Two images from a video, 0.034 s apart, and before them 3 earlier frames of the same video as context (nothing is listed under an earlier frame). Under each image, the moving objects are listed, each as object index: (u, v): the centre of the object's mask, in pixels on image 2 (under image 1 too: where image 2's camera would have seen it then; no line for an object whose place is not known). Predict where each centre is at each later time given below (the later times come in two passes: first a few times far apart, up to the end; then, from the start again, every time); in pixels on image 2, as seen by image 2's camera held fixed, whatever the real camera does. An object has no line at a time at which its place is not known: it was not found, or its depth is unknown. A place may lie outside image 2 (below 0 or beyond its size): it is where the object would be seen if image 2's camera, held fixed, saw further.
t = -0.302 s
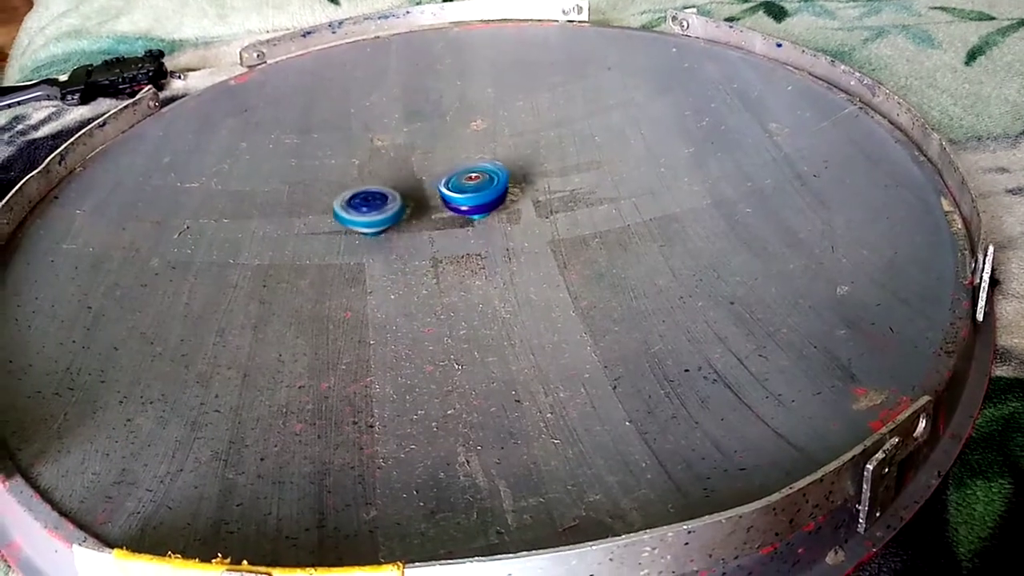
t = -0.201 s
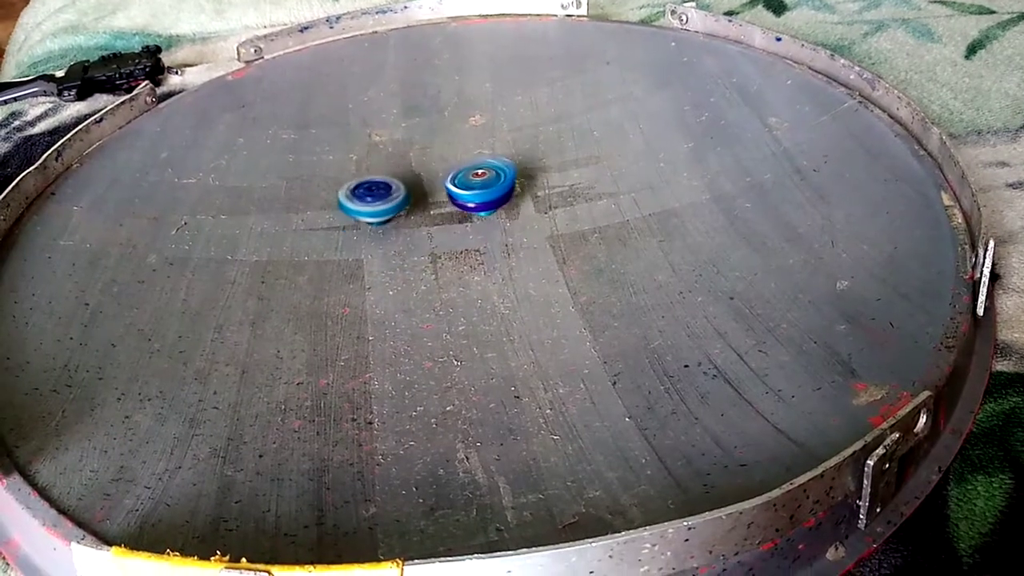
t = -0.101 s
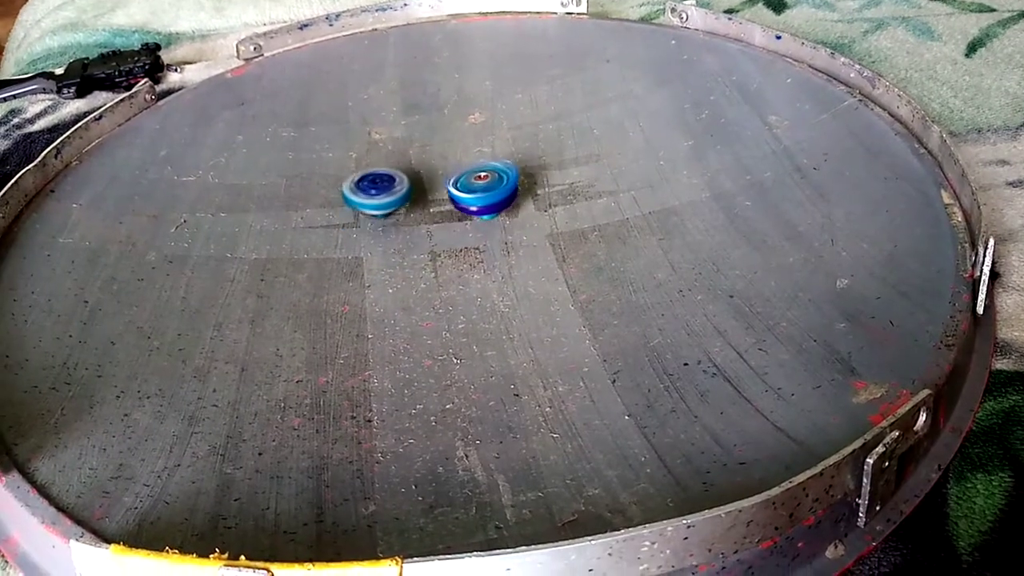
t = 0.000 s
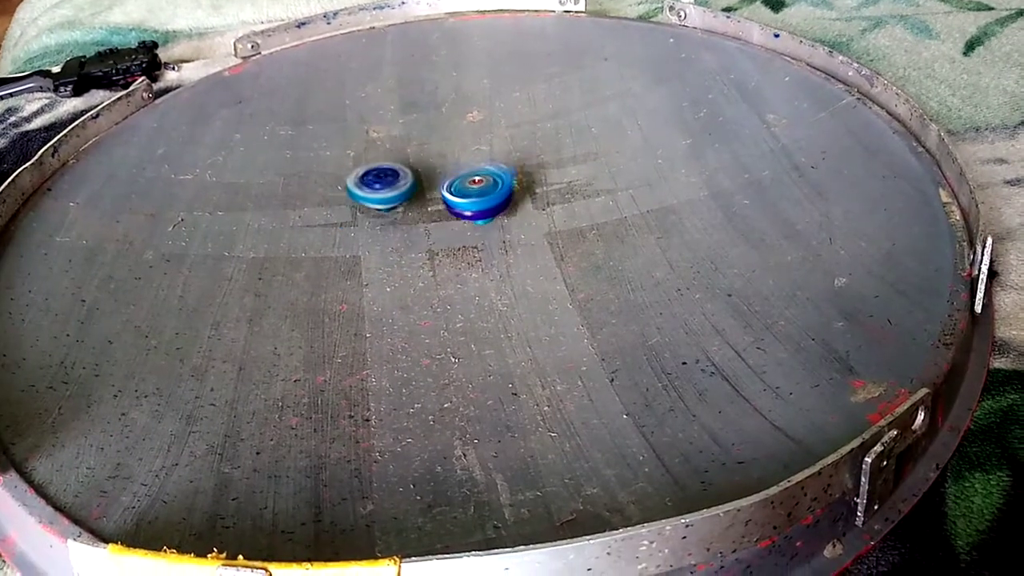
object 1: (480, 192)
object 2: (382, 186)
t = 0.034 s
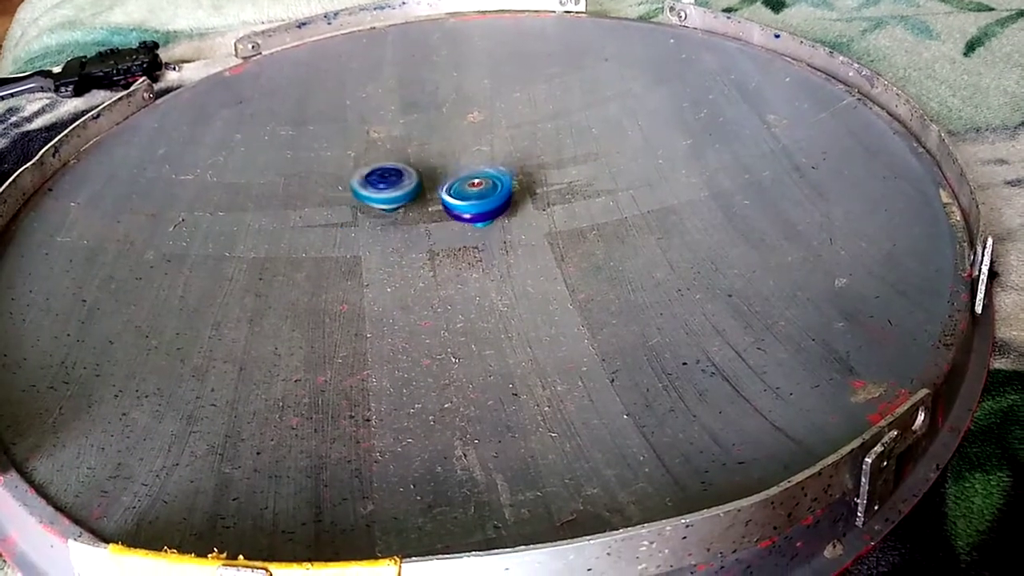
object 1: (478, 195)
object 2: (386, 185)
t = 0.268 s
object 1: (451, 206)
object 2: (411, 178)
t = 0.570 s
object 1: (428, 226)
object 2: (426, 156)
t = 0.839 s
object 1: (417, 225)
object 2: (437, 150)
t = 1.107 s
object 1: (433, 214)
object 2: (469, 146)
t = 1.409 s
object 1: (472, 208)
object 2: (487, 155)
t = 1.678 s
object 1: (481, 219)
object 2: (498, 169)
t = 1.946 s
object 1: (450, 223)
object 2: (500, 184)
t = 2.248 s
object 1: (423, 213)
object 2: (501, 200)
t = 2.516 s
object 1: (411, 195)
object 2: (515, 206)
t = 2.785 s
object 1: (433, 183)
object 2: (517, 218)
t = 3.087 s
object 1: (465, 186)
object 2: (512, 224)
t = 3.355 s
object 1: (469, 186)
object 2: (489, 233)
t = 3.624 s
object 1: (470, 190)
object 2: (466, 243)
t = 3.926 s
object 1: (447, 199)
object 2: (432, 248)
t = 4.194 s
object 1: (433, 196)
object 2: (412, 242)
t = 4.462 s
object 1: (450, 189)
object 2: (405, 237)
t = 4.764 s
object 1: (468, 200)
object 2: (394, 229)
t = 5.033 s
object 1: (465, 199)
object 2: (394, 225)
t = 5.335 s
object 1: (473, 197)
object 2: (385, 222)
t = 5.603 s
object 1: (483, 195)
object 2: (392, 217)
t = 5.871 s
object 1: (525, 197)
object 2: (359, 219)
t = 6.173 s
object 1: (519, 205)
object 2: (371, 214)
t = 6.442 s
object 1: (483, 210)
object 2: (402, 205)
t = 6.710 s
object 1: (464, 214)
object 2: (399, 188)
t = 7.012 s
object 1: (464, 203)
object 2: (420, 175)
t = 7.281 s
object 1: (464, 202)
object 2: (446, 165)
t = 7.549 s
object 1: (463, 199)
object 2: (473, 159)
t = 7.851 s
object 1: (459, 198)
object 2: (493, 162)
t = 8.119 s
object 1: (446, 202)
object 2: (495, 170)
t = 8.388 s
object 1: (425, 206)
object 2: (496, 182)
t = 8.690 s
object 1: (421, 202)
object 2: (499, 197)
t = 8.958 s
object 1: (422, 209)
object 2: (503, 210)
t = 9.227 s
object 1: (421, 213)
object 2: (499, 220)
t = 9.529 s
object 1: (427, 207)
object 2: (492, 232)
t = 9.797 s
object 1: (444, 198)
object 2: (490, 236)
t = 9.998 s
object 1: (458, 194)
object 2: (477, 235)
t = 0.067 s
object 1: (476, 198)
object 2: (390, 185)
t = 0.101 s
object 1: (471, 201)
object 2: (392, 184)
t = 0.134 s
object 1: (466, 204)
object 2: (394, 183)
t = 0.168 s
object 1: (463, 204)
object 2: (399, 182)
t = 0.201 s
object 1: (459, 204)
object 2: (403, 181)
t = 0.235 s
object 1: (455, 205)
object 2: (407, 180)
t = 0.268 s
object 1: (451, 206)
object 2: (411, 178)
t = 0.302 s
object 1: (450, 209)
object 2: (414, 175)
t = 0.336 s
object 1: (448, 212)
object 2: (416, 172)
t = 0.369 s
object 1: (447, 215)
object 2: (419, 170)
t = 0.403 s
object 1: (443, 217)
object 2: (421, 167)
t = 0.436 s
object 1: (441, 219)
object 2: (422, 164)
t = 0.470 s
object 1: (438, 223)
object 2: (423, 162)
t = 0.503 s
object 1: (433, 225)
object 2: (423, 161)
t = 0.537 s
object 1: (430, 226)
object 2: (425, 159)
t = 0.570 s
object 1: (428, 226)
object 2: (426, 156)
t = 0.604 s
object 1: (424, 227)
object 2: (428, 155)
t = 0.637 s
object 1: (420, 228)
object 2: (428, 153)
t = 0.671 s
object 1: (417, 228)
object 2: (430, 152)
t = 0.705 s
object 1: (416, 228)
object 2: (433, 151)
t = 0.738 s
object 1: (414, 227)
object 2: (436, 149)
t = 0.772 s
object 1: (414, 227)
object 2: (436, 149)
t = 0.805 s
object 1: (415, 226)
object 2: (437, 150)
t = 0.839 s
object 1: (417, 225)
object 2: (437, 150)
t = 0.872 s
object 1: (420, 224)
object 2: (441, 150)
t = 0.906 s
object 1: (421, 222)
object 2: (445, 150)
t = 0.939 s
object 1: (422, 220)
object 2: (450, 150)
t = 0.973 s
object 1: (424, 219)
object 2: (454, 149)
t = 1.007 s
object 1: (426, 217)
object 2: (458, 147)
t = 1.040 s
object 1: (428, 217)
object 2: (461, 147)
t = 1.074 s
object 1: (430, 215)
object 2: (466, 147)
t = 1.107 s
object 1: (433, 214)
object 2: (469, 146)
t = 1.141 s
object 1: (436, 213)
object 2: (472, 146)
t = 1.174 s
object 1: (439, 211)
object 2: (476, 145)
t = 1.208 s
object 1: (443, 210)
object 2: (479, 146)
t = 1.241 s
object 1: (449, 209)
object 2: (481, 147)
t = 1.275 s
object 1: (455, 208)
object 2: (482, 148)
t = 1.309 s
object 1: (459, 207)
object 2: (481, 151)
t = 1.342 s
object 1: (464, 207)
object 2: (482, 152)
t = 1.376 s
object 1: (469, 208)
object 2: (484, 154)
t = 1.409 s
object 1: (472, 208)
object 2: (487, 155)
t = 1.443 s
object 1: (475, 209)
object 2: (490, 157)
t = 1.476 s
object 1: (479, 210)
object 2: (495, 157)
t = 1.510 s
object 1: (482, 210)
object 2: (497, 157)
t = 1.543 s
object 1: (484, 211)
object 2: (497, 158)
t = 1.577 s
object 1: (486, 212)
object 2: (499, 160)
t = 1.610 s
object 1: (486, 214)
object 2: (499, 163)
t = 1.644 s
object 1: (484, 217)
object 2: (499, 166)
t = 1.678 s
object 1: (481, 219)
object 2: (498, 169)
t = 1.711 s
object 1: (479, 220)
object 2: (498, 171)
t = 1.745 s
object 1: (474, 221)
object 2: (497, 174)
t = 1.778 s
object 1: (471, 220)
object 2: (498, 176)
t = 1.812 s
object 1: (467, 220)
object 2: (497, 179)
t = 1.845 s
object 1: (464, 220)
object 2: (499, 181)
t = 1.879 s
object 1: (459, 222)
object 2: (500, 182)
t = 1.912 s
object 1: (455, 223)
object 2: (499, 183)
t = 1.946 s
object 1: (450, 223)
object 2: (500, 184)
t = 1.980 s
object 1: (446, 223)
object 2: (501, 186)
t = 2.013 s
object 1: (444, 222)
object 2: (501, 188)
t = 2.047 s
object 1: (442, 222)
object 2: (500, 188)
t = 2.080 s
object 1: (439, 222)
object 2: (499, 189)
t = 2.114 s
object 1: (436, 221)
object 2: (499, 191)
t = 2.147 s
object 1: (432, 220)
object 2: (499, 195)
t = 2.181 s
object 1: (428, 218)
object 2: (499, 197)
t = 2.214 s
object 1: (426, 215)
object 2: (499, 198)
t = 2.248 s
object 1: (423, 213)
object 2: (501, 200)
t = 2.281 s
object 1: (419, 211)
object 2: (505, 201)
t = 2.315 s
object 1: (415, 208)
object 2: (508, 202)
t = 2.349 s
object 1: (412, 205)
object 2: (510, 202)
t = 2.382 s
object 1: (411, 203)
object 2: (512, 202)
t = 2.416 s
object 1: (412, 201)
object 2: (514, 203)
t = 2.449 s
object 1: (411, 198)
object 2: (515, 204)
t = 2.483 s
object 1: (411, 196)
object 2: (515, 205)
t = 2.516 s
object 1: (411, 195)
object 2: (515, 206)
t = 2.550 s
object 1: (413, 193)
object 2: (515, 207)
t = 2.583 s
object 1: (415, 190)
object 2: (516, 208)
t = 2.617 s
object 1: (419, 188)
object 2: (515, 209)
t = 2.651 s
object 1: (420, 187)
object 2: (515, 210)
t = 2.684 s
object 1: (423, 186)
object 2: (515, 211)
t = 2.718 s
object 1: (426, 185)
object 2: (515, 213)
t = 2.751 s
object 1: (430, 184)
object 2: (516, 216)
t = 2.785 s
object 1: (433, 183)
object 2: (517, 218)
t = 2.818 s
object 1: (437, 182)
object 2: (518, 220)
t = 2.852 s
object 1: (441, 182)
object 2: (519, 220)
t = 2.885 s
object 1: (444, 182)
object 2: (518, 220)
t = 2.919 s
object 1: (448, 183)
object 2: (518, 220)
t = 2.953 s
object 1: (450, 183)
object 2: (518, 221)
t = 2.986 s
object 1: (454, 184)
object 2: (517, 222)
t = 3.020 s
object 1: (458, 185)
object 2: (517, 224)
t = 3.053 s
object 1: (460, 187)
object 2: (516, 224)
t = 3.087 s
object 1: (465, 186)
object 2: (512, 224)
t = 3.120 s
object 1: (469, 186)
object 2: (508, 223)
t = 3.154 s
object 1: (471, 187)
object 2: (505, 223)
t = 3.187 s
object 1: (471, 187)
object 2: (503, 225)
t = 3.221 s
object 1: (471, 187)
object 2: (501, 227)
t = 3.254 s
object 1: (470, 188)
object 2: (498, 228)
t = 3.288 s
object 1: (469, 188)
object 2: (495, 230)
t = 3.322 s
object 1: (469, 187)
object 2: (492, 232)
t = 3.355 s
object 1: (469, 186)
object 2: (489, 233)
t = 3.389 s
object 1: (470, 186)
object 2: (486, 235)
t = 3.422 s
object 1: (471, 187)
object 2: (484, 237)
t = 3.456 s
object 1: (471, 187)
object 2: (481, 237)
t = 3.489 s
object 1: (471, 188)
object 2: (479, 238)
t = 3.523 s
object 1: (469, 189)
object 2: (476, 239)
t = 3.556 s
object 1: (468, 189)
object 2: (473, 240)
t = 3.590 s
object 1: (470, 189)
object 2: (470, 241)
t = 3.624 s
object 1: (470, 190)
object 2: (466, 243)
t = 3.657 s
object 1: (469, 190)
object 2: (463, 244)
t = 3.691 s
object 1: (468, 192)
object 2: (459, 245)
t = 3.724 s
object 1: (467, 194)
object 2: (454, 245)
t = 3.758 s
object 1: (465, 196)
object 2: (449, 246)
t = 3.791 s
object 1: (462, 197)
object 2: (444, 247)
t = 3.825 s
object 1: (457, 198)
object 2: (441, 247)
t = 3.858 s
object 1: (454, 198)
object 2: (438, 248)
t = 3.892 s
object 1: (451, 198)
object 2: (435, 248)
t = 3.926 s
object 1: (447, 199)
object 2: (432, 248)
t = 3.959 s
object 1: (444, 200)
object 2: (429, 248)
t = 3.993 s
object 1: (440, 199)
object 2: (425, 248)
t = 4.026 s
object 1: (437, 199)
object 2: (423, 247)
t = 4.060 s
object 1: (436, 199)
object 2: (420, 247)
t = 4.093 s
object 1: (435, 198)
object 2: (418, 246)
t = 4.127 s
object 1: (434, 197)
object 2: (416, 245)
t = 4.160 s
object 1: (434, 197)
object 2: (414, 243)
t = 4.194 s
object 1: (433, 196)
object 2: (412, 242)
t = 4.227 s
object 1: (433, 196)
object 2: (410, 242)
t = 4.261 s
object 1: (434, 195)
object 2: (408, 242)
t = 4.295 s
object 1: (435, 195)
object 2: (406, 242)
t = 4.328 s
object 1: (437, 194)
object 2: (405, 242)
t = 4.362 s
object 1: (440, 192)
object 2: (404, 241)
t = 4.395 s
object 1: (443, 191)
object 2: (404, 240)
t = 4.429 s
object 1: (446, 190)
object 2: (404, 239)
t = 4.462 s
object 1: (450, 189)
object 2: (405, 237)
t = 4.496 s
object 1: (455, 191)
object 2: (405, 236)
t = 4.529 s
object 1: (459, 192)
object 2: (407, 234)
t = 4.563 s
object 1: (463, 193)
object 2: (407, 232)
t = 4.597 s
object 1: (464, 195)
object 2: (407, 230)
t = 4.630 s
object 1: (467, 196)
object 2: (404, 230)
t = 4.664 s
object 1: (469, 197)
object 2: (399, 229)
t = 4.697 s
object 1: (470, 197)
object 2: (397, 229)
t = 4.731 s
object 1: (469, 199)
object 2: (395, 229)
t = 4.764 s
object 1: (468, 200)
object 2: (394, 229)
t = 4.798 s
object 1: (468, 201)
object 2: (394, 228)
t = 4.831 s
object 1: (467, 201)
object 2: (394, 228)
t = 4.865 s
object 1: (467, 201)
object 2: (394, 228)
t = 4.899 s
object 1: (466, 201)
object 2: (394, 228)
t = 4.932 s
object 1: (466, 200)
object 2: (393, 228)
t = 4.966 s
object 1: (465, 200)
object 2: (393, 228)
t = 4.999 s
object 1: (465, 200)
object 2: (393, 226)
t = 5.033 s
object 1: (465, 199)
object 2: (394, 225)
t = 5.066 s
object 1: (467, 198)
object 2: (394, 226)
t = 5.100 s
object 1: (469, 198)
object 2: (393, 225)
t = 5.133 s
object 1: (472, 198)
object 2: (393, 225)
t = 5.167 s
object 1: (472, 197)
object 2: (390, 225)
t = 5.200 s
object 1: (473, 197)
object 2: (387, 225)
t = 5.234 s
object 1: (473, 197)
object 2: (387, 223)
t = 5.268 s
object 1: (473, 197)
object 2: (385, 223)
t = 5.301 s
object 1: (473, 197)
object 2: (385, 222)
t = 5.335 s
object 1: (473, 197)
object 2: (385, 222)
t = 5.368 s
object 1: (473, 197)
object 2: (387, 220)
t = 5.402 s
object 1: (473, 196)
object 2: (389, 219)
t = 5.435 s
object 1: (474, 195)
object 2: (391, 219)
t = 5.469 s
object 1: (475, 195)
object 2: (393, 218)
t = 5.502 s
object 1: (476, 194)
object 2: (396, 217)
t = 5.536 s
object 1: (476, 195)
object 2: (399, 216)
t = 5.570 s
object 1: (476, 196)
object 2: (401, 216)
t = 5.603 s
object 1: (483, 195)
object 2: (392, 217)
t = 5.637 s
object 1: (493, 195)
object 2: (384, 218)
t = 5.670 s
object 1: (500, 194)
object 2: (378, 218)
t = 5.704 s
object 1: (505, 193)
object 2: (373, 218)
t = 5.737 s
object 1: (511, 194)
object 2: (369, 219)
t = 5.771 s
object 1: (516, 194)
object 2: (365, 219)
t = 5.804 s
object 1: (520, 195)
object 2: (362, 219)
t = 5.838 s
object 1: (522, 195)
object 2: (360, 219)
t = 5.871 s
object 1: (525, 197)
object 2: (359, 219)
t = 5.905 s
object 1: (528, 197)
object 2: (359, 219)
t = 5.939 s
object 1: (529, 197)
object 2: (359, 219)
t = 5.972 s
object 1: (529, 198)
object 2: (358, 219)
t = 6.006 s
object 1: (529, 199)
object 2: (359, 219)
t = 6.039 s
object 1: (529, 200)
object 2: (360, 219)
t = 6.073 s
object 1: (528, 201)
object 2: (363, 218)
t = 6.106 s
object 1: (526, 202)
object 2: (365, 217)
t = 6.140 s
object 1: (524, 205)
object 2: (368, 215)
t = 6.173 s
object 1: (519, 205)
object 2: (371, 214)
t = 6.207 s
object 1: (516, 206)
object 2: (374, 214)
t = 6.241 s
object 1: (513, 206)
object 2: (378, 213)
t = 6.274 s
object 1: (510, 208)
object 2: (382, 211)
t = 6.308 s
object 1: (506, 209)
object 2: (385, 210)
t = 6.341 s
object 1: (501, 209)
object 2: (389, 209)
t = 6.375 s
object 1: (496, 210)
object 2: (394, 208)
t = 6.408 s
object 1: (490, 210)
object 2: (398, 206)
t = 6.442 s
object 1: (483, 210)
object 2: (402, 205)
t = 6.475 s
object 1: (477, 211)
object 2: (406, 204)
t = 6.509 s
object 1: (477, 212)
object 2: (402, 201)
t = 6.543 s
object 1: (477, 214)
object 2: (401, 198)
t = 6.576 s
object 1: (475, 215)
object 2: (400, 196)
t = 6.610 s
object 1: (472, 216)
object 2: (401, 194)
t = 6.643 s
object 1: (469, 215)
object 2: (399, 193)
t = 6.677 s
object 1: (466, 215)
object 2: (399, 191)
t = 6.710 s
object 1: (464, 214)
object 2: (399, 188)
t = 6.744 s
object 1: (464, 213)
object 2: (401, 186)
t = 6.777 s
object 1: (463, 211)
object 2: (402, 184)
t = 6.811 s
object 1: (462, 210)
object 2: (403, 183)
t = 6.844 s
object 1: (463, 208)
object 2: (406, 182)
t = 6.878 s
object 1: (463, 206)
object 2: (408, 181)
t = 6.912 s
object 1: (463, 205)
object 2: (410, 179)
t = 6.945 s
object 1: (464, 204)
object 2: (414, 178)
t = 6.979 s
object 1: (464, 203)
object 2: (417, 176)
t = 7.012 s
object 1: (464, 203)
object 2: (420, 175)
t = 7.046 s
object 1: (464, 202)
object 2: (423, 174)
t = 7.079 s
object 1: (464, 201)
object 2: (426, 173)
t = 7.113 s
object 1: (464, 201)
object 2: (430, 171)
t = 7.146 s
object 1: (464, 201)
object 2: (434, 169)
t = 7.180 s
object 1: (464, 202)
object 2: (437, 168)
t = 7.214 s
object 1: (464, 201)
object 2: (441, 166)
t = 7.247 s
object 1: (464, 202)
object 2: (444, 165)
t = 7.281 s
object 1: (464, 202)
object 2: (446, 165)
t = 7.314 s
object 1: (464, 201)
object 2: (449, 163)
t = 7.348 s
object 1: (464, 201)
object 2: (453, 162)
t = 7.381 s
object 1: (464, 201)
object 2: (456, 161)
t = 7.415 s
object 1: (464, 201)
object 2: (459, 161)
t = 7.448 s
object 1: (463, 201)
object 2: (462, 160)
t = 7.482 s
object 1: (463, 200)
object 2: (466, 160)
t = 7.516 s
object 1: (463, 200)
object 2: (470, 159)
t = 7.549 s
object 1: (463, 199)
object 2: (473, 159)
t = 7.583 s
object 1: (463, 198)
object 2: (476, 159)
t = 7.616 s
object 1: (463, 198)
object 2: (479, 159)
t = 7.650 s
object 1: (463, 198)
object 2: (482, 160)
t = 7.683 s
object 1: (463, 199)
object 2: (483, 159)
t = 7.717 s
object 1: (463, 198)
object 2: (486, 159)
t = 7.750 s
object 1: (462, 199)
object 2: (489, 160)
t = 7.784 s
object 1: (461, 199)
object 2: (492, 162)
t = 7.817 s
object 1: (459, 198)
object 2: (493, 162)
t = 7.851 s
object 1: (459, 198)
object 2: (493, 162)
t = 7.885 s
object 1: (460, 197)
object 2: (491, 161)
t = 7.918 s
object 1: (459, 199)
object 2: (492, 162)
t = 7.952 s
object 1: (458, 200)
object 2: (493, 163)
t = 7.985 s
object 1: (455, 200)
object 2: (493, 163)
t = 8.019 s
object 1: (452, 201)
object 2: (493, 164)
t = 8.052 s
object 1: (450, 201)
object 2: (494, 166)
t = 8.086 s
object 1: (448, 202)
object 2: (495, 168)
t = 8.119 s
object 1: (446, 202)
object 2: (495, 170)
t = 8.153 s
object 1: (443, 204)
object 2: (496, 171)
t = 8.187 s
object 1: (439, 205)
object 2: (497, 173)
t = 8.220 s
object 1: (437, 205)
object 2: (497, 175)
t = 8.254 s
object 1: (434, 205)
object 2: (497, 176)
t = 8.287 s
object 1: (432, 206)
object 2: (497, 177)
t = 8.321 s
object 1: (429, 206)
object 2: (497, 179)
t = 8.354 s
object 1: (428, 206)
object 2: (497, 180)
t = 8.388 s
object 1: (425, 206)
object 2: (496, 182)
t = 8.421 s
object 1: (421, 206)
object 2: (496, 183)
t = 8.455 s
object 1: (420, 206)
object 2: (495, 184)
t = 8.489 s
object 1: (419, 205)
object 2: (494, 186)
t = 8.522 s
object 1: (420, 204)
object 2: (492, 188)
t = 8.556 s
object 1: (420, 203)
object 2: (492, 190)
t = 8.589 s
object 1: (418, 203)
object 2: (494, 192)
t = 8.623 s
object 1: (418, 203)
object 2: (495, 193)
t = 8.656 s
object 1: (420, 203)
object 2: (498, 195)
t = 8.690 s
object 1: (421, 202)
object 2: (499, 197)
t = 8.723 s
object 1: (422, 203)
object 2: (502, 198)
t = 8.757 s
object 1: (423, 204)
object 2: (503, 200)
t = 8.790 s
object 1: (424, 205)
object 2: (503, 202)
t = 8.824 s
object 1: (423, 206)
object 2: (503, 204)
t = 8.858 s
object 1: (423, 207)
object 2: (503, 206)
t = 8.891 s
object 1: (423, 207)
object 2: (503, 207)
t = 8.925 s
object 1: (422, 209)
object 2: (504, 208)
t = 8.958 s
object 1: (422, 209)
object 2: (503, 210)
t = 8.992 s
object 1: (423, 210)
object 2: (501, 213)
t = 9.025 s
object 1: (423, 211)
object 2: (500, 215)
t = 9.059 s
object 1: (425, 211)
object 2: (499, 216)
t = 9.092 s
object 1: (426, 211)
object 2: (499, 217)
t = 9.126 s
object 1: (424, 212)
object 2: (500, 218)
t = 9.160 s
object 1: (422, 212)
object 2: (501, 218)
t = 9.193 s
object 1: (421, 213)
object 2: (500, 219)
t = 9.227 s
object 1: (421, 213)
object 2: (499, 220)
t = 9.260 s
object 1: (420, 213)
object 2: (498, 221)
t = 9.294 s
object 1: (420, 212)
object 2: (495, 223)
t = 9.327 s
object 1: (421, 211)
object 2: (494, 224)
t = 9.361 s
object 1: (422, 211)
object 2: (492, 226)
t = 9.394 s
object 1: (424, 211)
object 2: (490, 227)
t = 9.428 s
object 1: (426, 210)
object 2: (490, 228)
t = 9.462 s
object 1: (426, 209)
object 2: (491, 230)
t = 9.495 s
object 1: (426, 208)
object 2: (491, 232)
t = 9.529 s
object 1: (427, 207)
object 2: (492, 232)
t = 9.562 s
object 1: (426, 205)
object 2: (493, 233)
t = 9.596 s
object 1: (428, 204)
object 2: (495, 234)
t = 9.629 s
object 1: (430, 203)
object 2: (495, 235)
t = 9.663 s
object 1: (433, 202)
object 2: (495, 235)
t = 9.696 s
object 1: (435, 201)
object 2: (494, 235)
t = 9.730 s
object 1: (438, 200)
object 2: (494, 235)
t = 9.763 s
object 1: (441, 199)
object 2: (492, 236)
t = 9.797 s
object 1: (444, 198)
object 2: (490, 236)
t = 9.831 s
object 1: (447, 197)
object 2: (488, 236)
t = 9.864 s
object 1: (450, 196)
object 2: (487, 235)
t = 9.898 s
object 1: (452, 196)
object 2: (485, 235)
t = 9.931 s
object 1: (454, 195)
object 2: (482, 234)
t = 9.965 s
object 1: (456, 194)
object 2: (479, 235)
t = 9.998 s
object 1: (458, 194)
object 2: (477, 235)
